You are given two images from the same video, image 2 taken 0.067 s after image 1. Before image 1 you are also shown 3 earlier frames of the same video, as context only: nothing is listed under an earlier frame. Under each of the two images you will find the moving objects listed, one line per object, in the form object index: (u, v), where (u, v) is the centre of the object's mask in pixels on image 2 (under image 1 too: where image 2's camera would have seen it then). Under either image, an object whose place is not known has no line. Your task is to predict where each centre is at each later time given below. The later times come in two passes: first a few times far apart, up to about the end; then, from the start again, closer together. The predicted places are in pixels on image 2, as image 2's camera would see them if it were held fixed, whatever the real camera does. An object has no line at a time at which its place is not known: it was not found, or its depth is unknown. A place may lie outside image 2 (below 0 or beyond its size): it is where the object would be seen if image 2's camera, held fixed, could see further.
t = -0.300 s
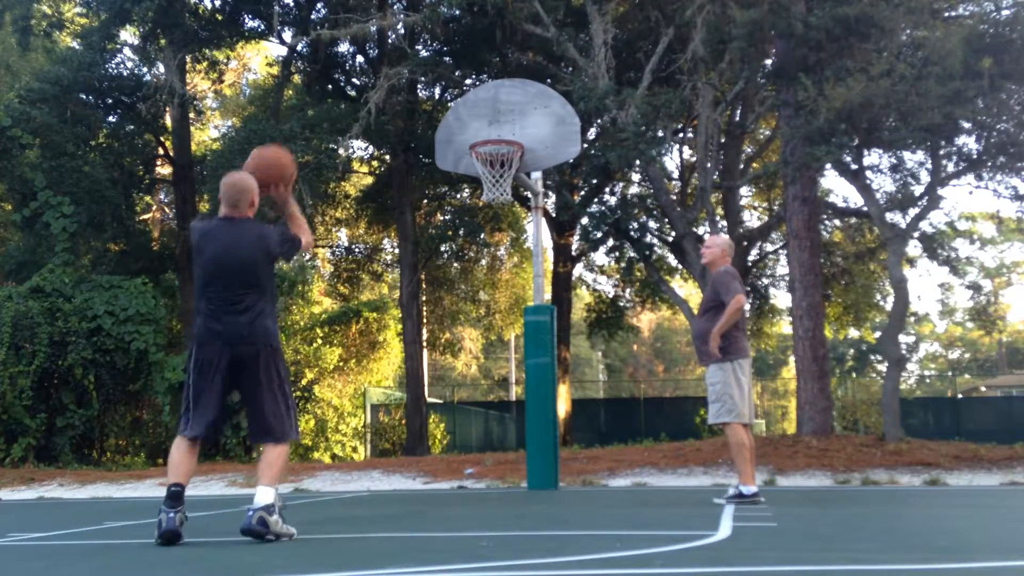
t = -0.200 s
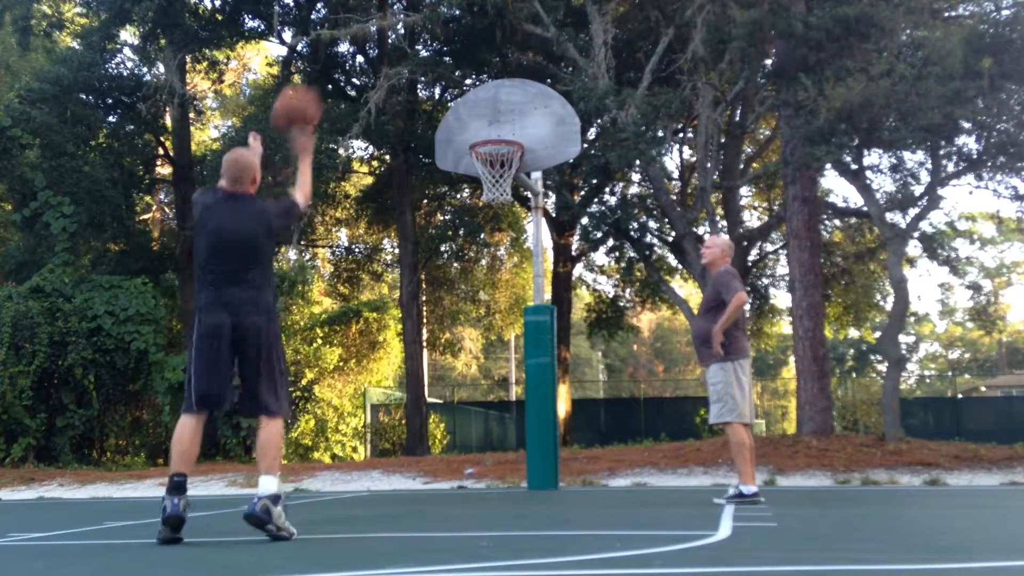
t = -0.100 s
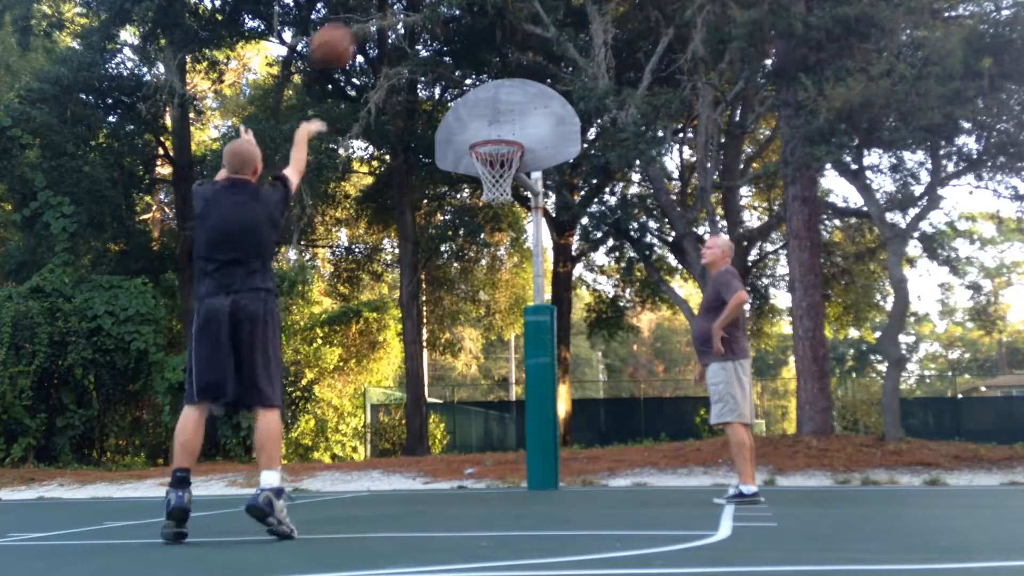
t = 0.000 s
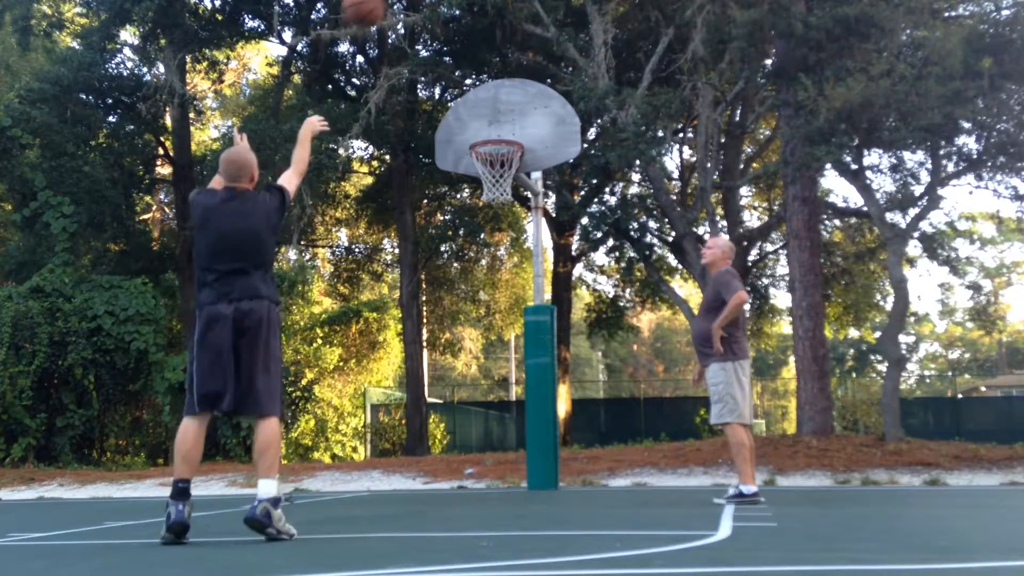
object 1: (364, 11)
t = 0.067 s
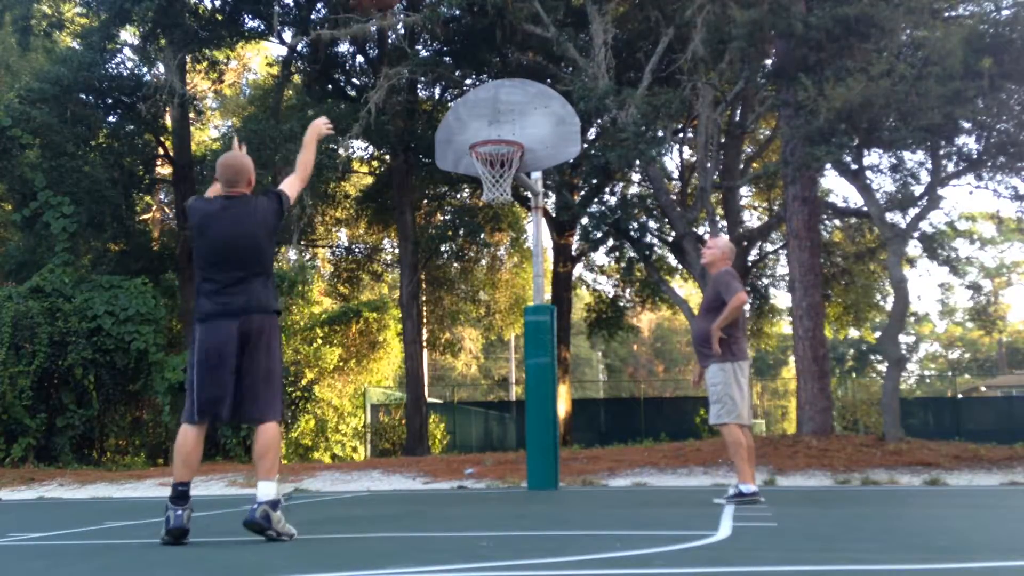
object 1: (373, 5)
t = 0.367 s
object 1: (452, 8)
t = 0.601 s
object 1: (492, 74)
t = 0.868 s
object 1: (481, 131)
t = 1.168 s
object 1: (400, 136)
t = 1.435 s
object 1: (321, 228)
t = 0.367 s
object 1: (452, 8)
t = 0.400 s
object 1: (459, 12)
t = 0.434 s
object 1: (464, 17)
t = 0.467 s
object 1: (469, 26)
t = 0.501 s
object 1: (475, 36)
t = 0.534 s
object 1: (481, 48)
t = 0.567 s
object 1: (487, 60)
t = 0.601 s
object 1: (492, 74)
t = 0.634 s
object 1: (497, 86)
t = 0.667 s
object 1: (502, 105)
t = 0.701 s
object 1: (507, 120)
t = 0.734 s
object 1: (512, 136)
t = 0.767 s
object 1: (507, 137)
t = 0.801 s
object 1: (499, 136)
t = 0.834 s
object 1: (490, 135)
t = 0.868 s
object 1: (481, 131)
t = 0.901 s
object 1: (473, 129)
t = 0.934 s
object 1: (464, 126)
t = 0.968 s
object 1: (455, 123)
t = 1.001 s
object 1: (445, 123)
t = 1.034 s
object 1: (435, 124)
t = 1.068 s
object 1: (427, 124)
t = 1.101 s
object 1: (419, 127)
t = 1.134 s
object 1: (409, 130)
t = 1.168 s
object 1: (400, 136)
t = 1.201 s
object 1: (391, 143)
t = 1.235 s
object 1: (383, 150)
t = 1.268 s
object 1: (373, 160)
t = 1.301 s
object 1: (362, 172)
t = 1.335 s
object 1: (352, 184)
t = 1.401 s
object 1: (332, 212)
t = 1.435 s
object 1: (321, 228)
